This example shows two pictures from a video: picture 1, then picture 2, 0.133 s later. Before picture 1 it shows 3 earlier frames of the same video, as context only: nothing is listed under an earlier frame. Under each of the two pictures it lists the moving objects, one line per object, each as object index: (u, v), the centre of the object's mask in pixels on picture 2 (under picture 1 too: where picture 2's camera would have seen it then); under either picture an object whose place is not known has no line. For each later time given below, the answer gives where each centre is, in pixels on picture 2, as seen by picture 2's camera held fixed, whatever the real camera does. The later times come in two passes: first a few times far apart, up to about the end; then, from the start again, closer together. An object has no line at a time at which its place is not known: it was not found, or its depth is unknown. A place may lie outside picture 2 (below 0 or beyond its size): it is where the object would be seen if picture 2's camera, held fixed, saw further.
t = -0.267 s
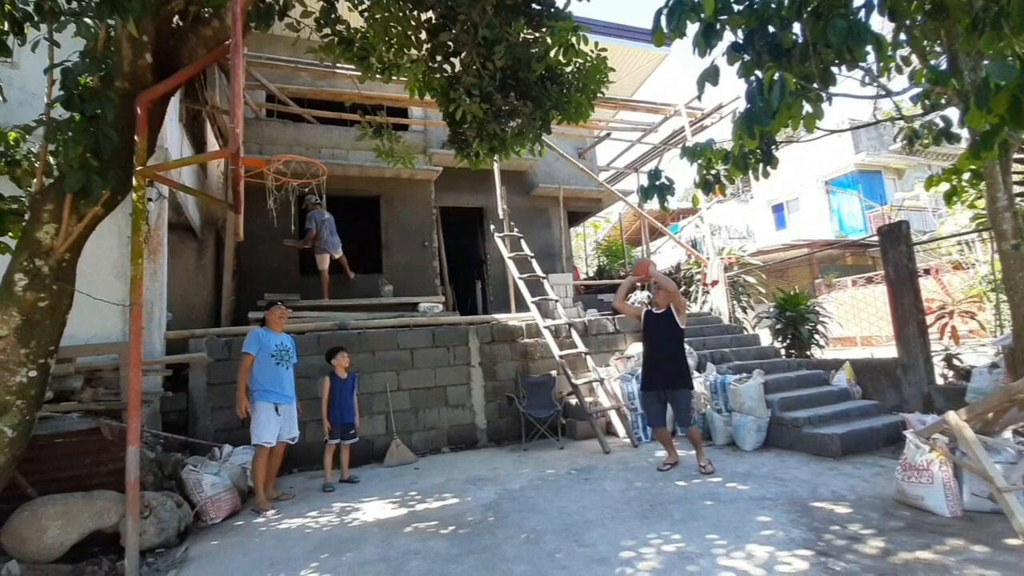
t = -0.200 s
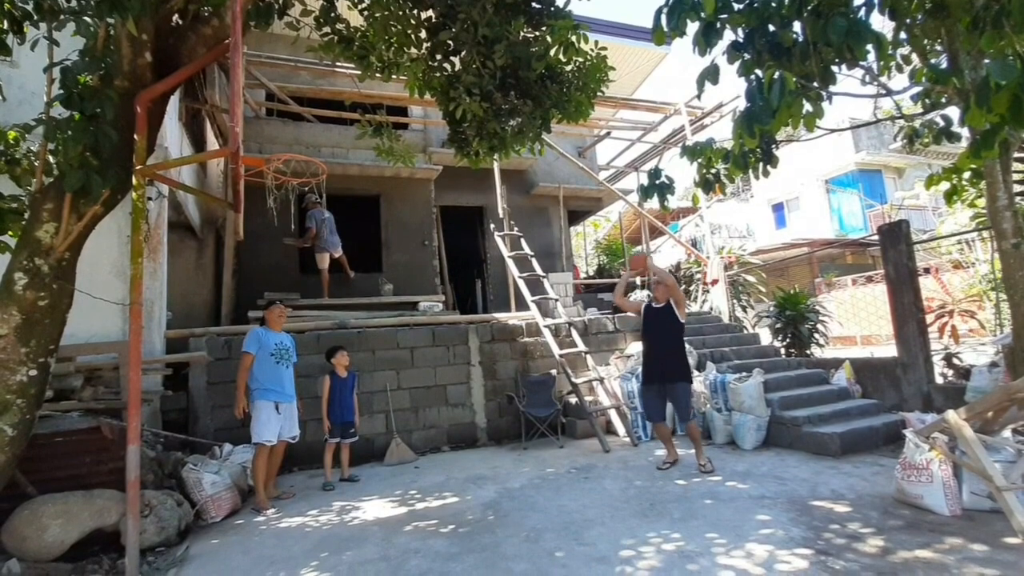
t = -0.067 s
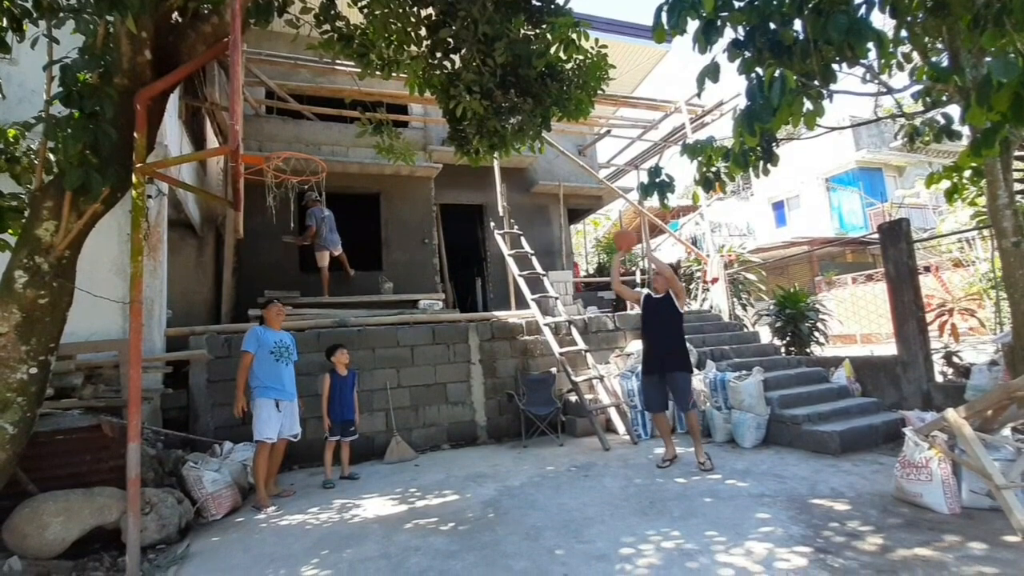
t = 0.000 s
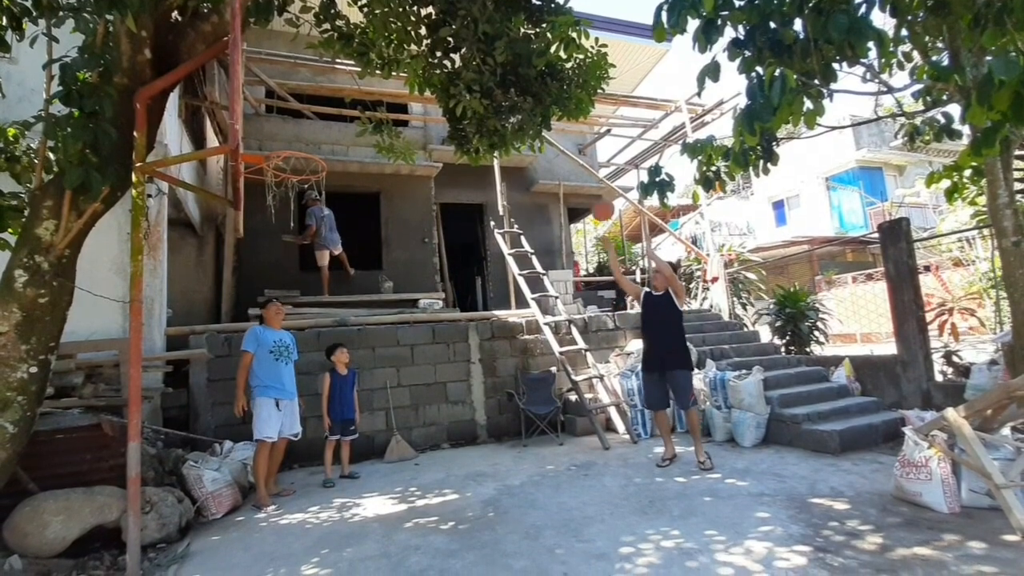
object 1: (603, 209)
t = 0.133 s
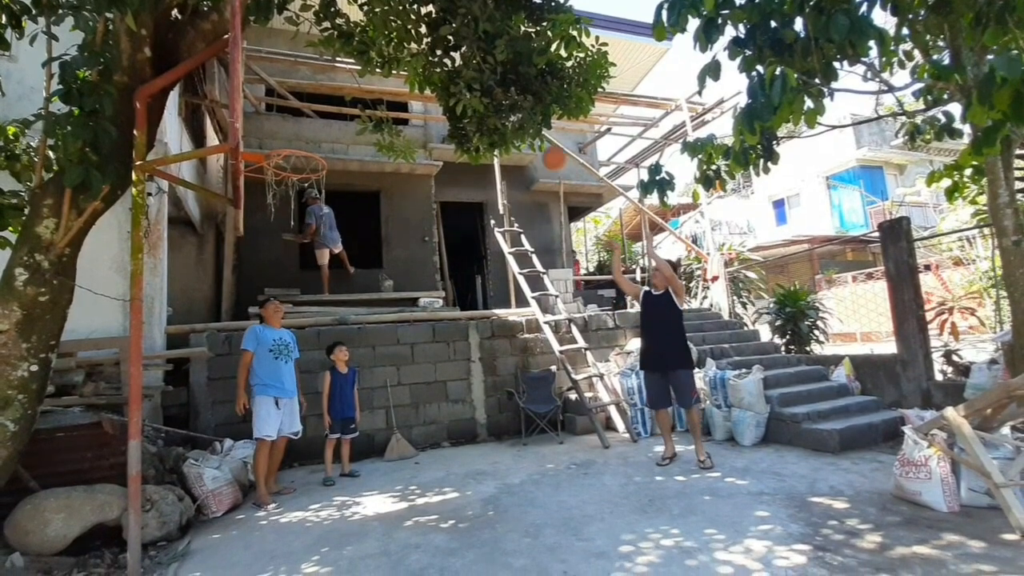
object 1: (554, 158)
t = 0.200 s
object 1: (531, 141)
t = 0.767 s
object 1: (290, 170)
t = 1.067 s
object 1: (258, 280)
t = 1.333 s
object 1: (235, 560)
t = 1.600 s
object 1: (223, 367)
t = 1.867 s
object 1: (214, 255)
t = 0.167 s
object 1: (542, 149)
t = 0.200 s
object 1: (531, 141)
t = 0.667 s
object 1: (337, 145)
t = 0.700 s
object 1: (322, 155)
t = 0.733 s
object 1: (306, 164)
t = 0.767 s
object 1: (290, 170)
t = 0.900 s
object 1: (271, 200)
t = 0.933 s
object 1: (269, 211)
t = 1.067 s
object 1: (258, 280)
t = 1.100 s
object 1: (255, 303)
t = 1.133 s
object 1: (252, 330)
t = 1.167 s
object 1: (249, 361)
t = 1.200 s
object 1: (246, 394)
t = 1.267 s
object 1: (240, 475)
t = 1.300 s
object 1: (235, 519)
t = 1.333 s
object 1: (235, 560)
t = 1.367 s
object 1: (232, 558)
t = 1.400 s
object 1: (230, 530)
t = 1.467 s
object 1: (228, 470)
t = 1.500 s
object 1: (226, 440)
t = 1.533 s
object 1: (226, 414)
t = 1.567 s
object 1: (225, 390)
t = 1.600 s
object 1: (223, 367)
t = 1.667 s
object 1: (221, 327)
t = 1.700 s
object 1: (220, 309)
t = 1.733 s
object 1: (219, 294)
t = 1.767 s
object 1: (217, 281)
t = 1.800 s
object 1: (216, 270)
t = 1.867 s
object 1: (214, 255)
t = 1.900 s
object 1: (213, 252)
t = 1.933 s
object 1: (212, 250)
